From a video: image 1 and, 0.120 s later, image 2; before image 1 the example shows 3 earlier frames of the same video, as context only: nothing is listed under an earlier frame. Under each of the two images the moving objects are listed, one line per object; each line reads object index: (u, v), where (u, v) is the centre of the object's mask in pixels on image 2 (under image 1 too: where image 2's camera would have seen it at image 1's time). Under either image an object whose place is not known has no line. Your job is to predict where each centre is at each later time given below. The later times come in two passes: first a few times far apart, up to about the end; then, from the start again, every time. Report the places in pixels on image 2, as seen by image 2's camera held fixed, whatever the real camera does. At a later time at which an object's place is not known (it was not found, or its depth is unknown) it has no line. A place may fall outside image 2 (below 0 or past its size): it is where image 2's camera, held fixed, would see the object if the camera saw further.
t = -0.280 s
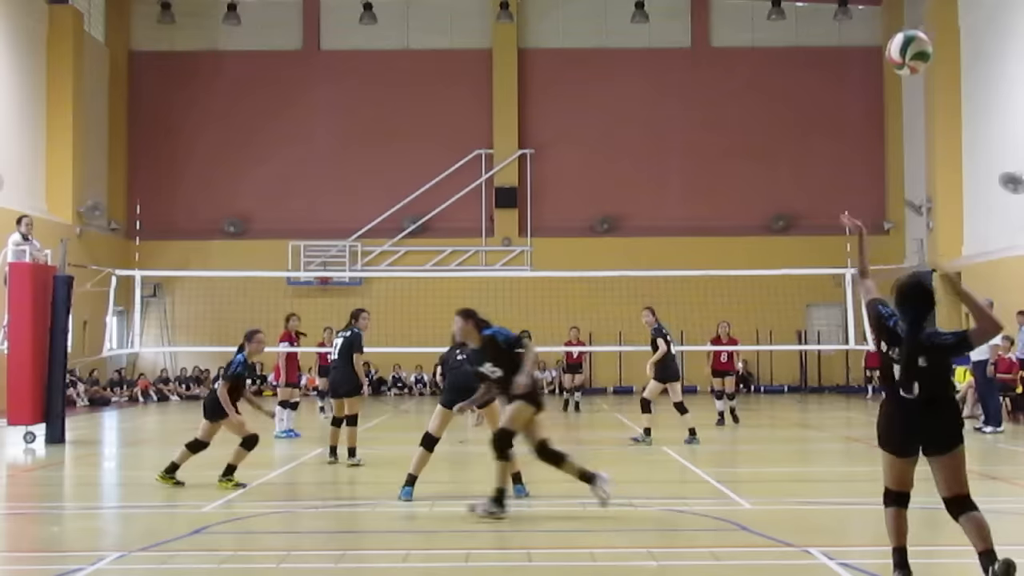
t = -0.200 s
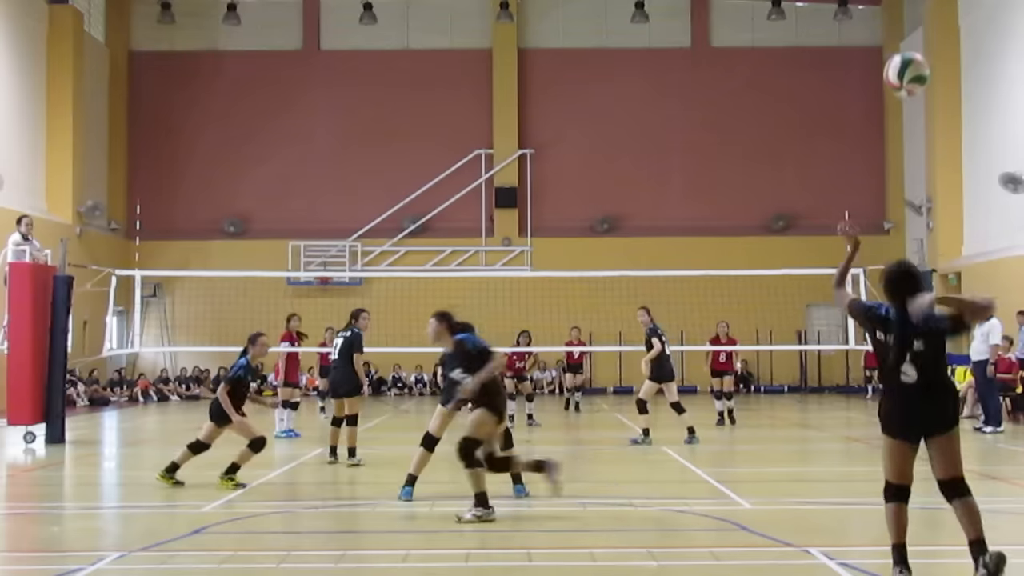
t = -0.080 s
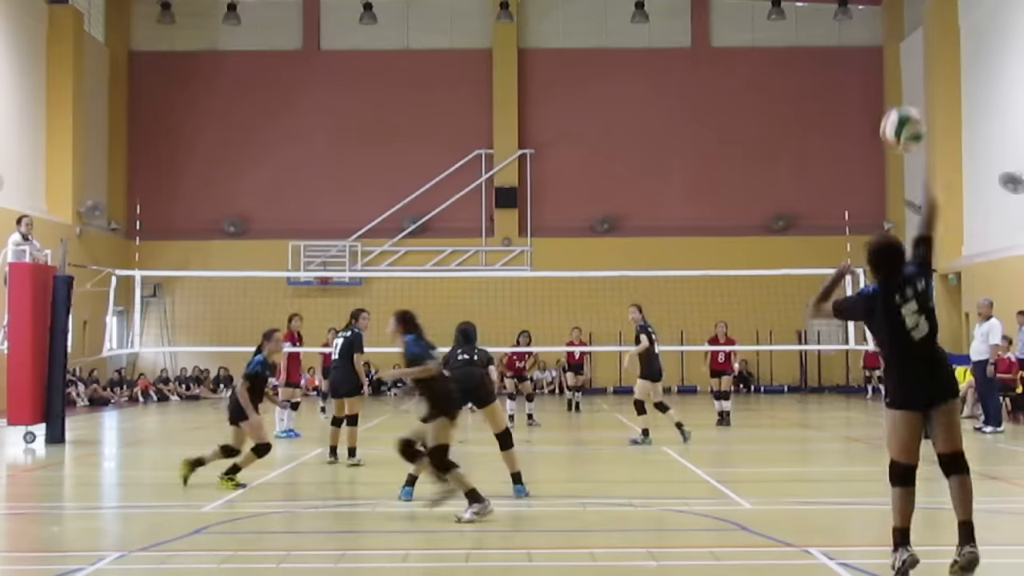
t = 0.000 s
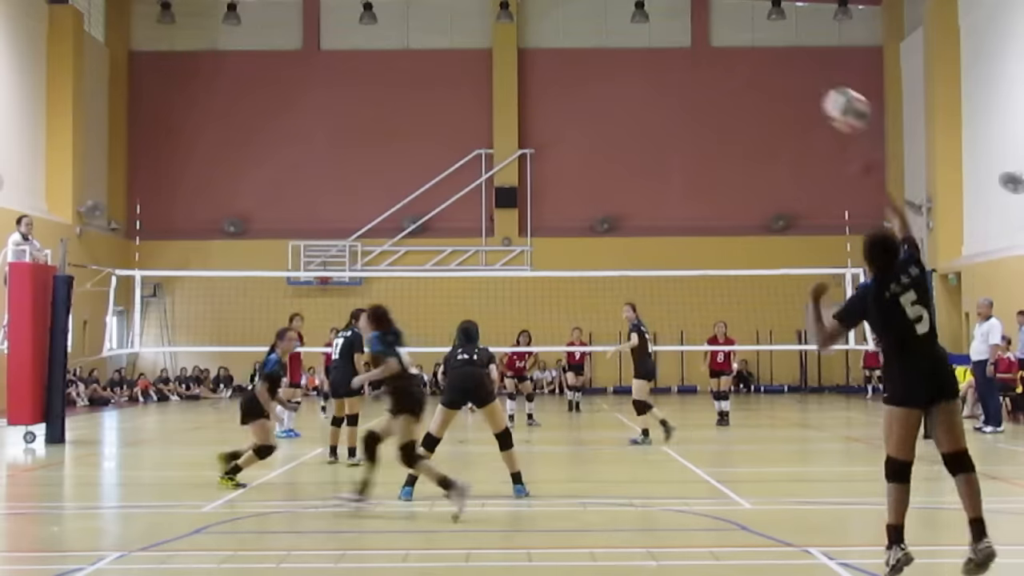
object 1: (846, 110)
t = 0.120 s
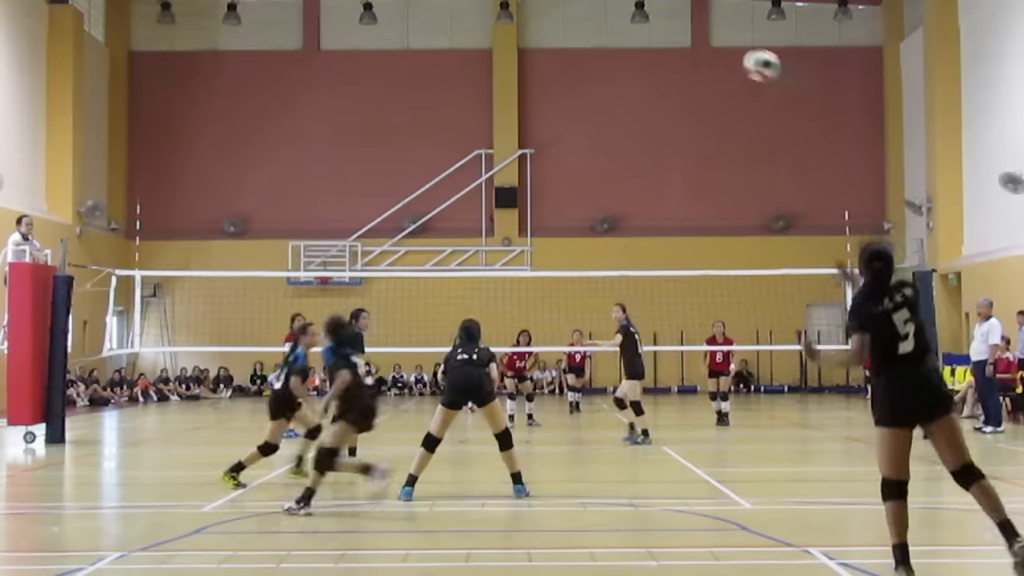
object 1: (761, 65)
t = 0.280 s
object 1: (696, 48)
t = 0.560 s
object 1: (643, 87)
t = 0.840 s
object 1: (616, 164)
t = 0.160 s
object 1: (741, 57)
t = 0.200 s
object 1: (724, 52)
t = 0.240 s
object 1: (708, 49)
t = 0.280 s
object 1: (696, 48)
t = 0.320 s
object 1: (685, 50)
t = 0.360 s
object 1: (675, 53)
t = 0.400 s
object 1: (667, 58)
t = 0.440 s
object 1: (660, 64)
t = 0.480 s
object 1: (653, 71)
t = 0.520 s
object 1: (648, 79)
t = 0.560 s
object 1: (643, 87)
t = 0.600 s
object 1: (639, 96)
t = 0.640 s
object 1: (634, 106)
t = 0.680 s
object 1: (630, 116)
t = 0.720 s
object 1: (627, 127)
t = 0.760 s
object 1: (623, 139)
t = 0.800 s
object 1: (620, 151)
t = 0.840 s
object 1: (616, 164)
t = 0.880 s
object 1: (613, 177)
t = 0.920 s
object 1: (611, 191)
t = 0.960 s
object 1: (607, 206)
